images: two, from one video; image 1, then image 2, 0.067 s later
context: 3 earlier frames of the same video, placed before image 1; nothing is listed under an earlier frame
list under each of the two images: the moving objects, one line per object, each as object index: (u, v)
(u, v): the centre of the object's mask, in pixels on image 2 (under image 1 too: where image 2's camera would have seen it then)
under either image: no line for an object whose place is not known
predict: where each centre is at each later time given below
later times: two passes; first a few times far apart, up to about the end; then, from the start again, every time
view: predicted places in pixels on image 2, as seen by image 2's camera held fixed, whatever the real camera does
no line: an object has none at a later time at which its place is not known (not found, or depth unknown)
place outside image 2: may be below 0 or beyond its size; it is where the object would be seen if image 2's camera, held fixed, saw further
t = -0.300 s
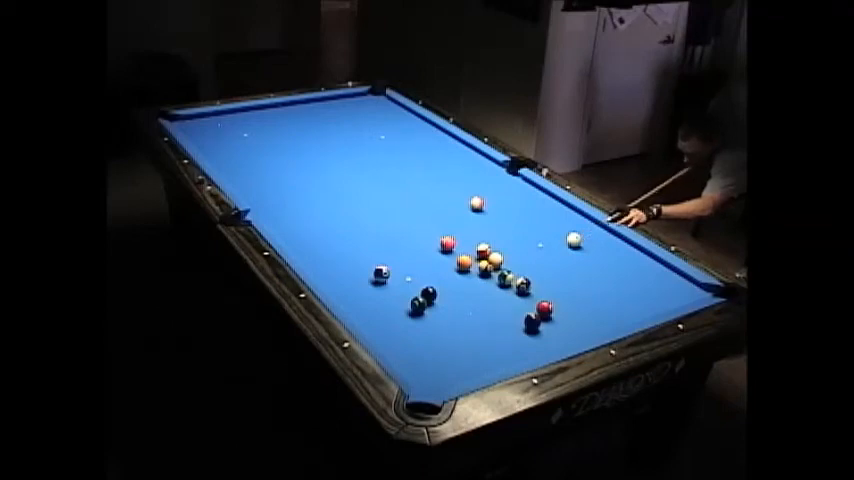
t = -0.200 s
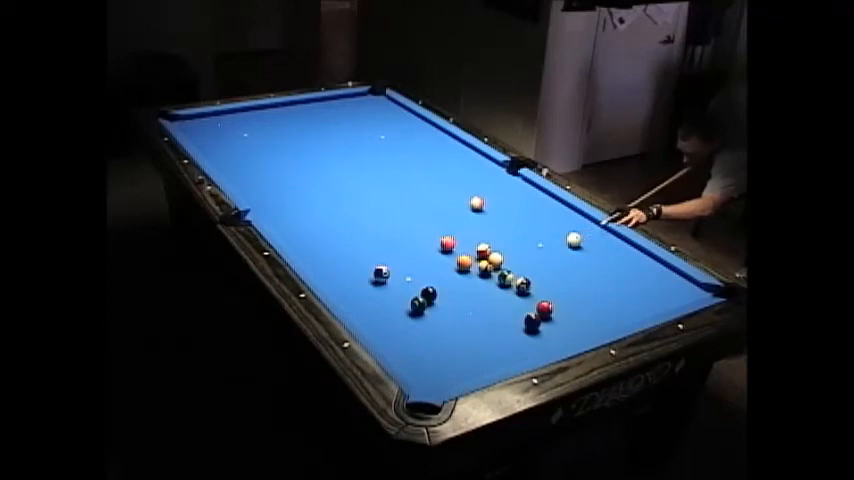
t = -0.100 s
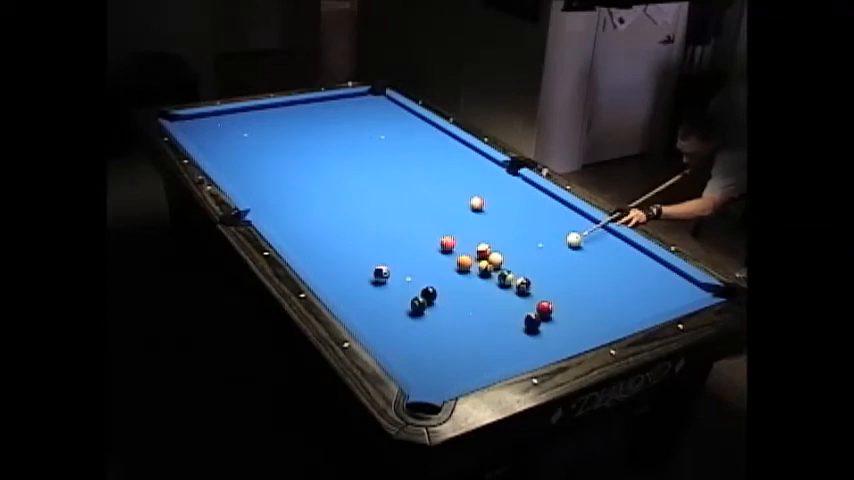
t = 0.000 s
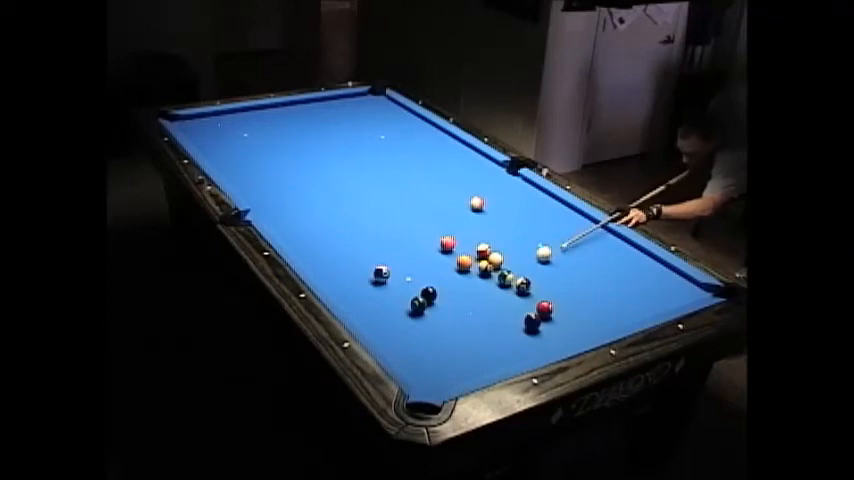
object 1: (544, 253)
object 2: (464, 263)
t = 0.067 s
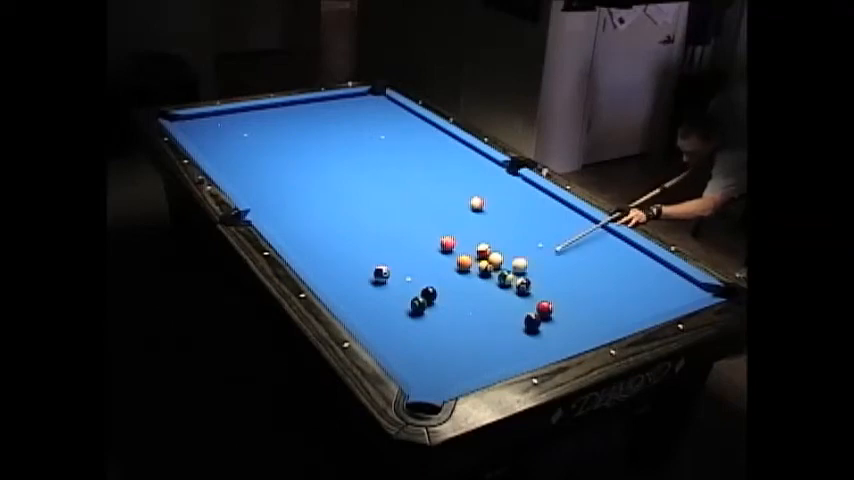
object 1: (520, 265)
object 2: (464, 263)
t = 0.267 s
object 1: (501, 269)
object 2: (457, 261)
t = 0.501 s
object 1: (502, 269)
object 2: (440, 256)
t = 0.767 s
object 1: (502, 269)
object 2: (423, 251)
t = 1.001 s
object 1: (502, 269)
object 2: (409, 247)
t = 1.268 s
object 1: (502, 269)
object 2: (394, 242)
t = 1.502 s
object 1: (502, 269)
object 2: (383, 239)
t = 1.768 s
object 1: (502, 269)
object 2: (370, 235)
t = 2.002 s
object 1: (502, 269)
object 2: (362, 232)
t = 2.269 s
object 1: (502, 269)
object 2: (352, 229)
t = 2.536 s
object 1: (502, 269)
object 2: (344, 227)
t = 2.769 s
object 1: (502, 269)
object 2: (337, 225)
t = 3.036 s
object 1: (502, 269)
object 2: (331, 223)
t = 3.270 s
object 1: (502, 269)
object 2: (326, 221)
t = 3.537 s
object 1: (502, 269)
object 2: (322, 220)
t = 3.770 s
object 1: (502, 269)
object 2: (320, 219)
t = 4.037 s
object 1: (502, 269)
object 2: (317, 218)
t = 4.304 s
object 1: (502, 269)
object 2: (316, 218)
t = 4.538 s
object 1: (502, 269)
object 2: (316, 218)
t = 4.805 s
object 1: (502, 269)
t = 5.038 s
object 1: (502, 269)
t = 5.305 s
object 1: (502, 269)
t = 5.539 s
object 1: (502, 269)
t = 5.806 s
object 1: (502, 269)
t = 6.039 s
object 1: (502, 269)
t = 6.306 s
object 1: (502, 269)
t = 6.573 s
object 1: (502, 269)
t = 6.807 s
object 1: (502, 269)
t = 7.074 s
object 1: (502, 269)
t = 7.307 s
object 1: (502, 269)
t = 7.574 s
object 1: (502, 269)
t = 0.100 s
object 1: (509, 267)
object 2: (464, 263)
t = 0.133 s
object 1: (502, 269)
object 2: (464, 263)
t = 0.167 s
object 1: (501, 269)
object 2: (464, 262)
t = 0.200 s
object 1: (502, 269)
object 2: (462, 262)
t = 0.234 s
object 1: (502, 269)
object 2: (460, 262)
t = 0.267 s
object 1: (501, 269)
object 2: (457, 261)
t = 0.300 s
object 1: (501, 269)
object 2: (455, 260)
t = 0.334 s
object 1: (502, 269)
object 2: (452, 260)
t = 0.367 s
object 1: (502, 269)
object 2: (450, 259)
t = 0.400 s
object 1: (502, 269)
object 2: (447, 258)
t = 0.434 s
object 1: (502, 269)
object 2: (445, 258)
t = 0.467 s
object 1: (502, 269)
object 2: (442, 256)
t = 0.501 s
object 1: (502, 269)
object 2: (440, 256)
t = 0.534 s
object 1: (502, 269)
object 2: (438, 255)
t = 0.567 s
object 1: (502, 269)
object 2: (436, 255)
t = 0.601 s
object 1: (502, 269)
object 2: (433, 254)
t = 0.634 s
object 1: (502, 269)
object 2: (431, 253)
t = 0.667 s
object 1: (502, 269)
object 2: (429, 253)
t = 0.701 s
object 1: (502, 269)
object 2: (427, 252)
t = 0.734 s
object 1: (502, 269)
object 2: (425, 251)
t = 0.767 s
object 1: (502, 269)
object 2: (423, 251)
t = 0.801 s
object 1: (502, 269)
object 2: (421, 250)
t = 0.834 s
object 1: (502, 269)
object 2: (419, 249)
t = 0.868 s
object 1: (502, 269)
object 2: (417, 249)
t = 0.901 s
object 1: (502, 269)
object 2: (415, 248)
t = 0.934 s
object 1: (502, 269)
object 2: (413, 248)
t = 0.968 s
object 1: (502, 269)
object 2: (411, 247)
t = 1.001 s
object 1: (502, 269)
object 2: (409, 247)
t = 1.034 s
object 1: (502, 269)
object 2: (407, 246)
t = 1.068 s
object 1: (502, 269)
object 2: (405, 246)
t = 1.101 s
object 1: (502, 269)
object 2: (403, 245)
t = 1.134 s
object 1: (502, 269)
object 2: (401, 244)
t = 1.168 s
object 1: (502, 269)
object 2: (399, 244)
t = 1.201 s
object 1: (502, 269)
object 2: (398, 243)
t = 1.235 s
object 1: (502, 269)
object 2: (396, 243)
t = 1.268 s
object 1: (502, 269)
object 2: (394, 242)
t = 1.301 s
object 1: (502, 269)
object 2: (392, 241)
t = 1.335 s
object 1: (502, 269)
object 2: (391, 241)
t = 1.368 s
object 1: (502, 269)
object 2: (389, 240)
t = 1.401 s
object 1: (502, 269)
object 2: (388, 240)
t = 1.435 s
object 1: (502, 269)
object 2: (386, 239)
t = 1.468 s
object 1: (502, 269)
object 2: (384, 239)
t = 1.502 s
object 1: (502, 269)
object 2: (383, 239)
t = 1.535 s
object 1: (502, 269)
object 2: (381, 238)
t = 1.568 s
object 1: (502, 269)
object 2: (379, 237)
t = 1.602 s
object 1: (502, 269)
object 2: (378, 237)
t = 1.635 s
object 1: (502, 269)
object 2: (376, 237)
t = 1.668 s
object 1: (502, 269)
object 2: (375, 236)
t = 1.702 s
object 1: (502, 269)
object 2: (374, 235)
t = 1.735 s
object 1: (502, 269)
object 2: (372, 235)
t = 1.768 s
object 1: (502, 269)
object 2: (370, 235)
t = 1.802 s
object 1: (502, 269)
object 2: (369, 235)
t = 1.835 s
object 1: (502, 269)
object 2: (368, 234)
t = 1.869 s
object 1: (502, 269)
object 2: (366, 234)
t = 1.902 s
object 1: (502, 269)
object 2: (365, 233)
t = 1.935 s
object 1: (502, 269)
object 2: (364, 233)
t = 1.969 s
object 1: (502, 269)
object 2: (362, 232)
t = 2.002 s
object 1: (502, 269)
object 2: (362, 232)
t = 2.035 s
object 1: (502, 269)
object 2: (360, 232)
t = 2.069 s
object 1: (502, 269)
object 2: (359, 231)
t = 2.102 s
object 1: (502, 269)
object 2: (358, 231)
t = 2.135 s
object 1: (502, 269)
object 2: (356, 231)
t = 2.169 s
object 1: (502, 269)
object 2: (355, 230)
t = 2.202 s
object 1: (502, 269)
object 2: (354, 229)
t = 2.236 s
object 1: (502, 269)
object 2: (353, 229)
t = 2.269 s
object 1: (502, 269)
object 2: (352, 229)
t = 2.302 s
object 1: (502, 269)
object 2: (351, 229)
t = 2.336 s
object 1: (502, 269)
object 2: (349, 228)
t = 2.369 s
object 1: (502, 269)
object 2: (348, 228)
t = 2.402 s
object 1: (502, 269)
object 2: (348, 227)
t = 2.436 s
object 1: (502, 269)
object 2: (346, 227)
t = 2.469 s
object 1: (502, 269)
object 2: (346, 227)
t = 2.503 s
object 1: (502, 269)
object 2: (345, 227)
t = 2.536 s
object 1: (502, 269)
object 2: (344, 227)
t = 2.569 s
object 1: (502, 269)
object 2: (342, 226)
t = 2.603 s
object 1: (502, 269)
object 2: (341, 226)
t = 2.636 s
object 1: (502, 269)
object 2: (340, 226)
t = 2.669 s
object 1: (502, 269)
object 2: (340, 226)
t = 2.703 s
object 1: (502, 269)
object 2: (339, 225)
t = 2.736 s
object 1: (502, 269)
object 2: (338, 225)
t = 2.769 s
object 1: (502, 269)
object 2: (337, 225)
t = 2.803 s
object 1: (502, 269)
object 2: (336, 224)
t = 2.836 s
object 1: (502, 269)
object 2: (336, 224)
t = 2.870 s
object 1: (502, 269)
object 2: (335, 224)
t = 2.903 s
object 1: (502, 269)
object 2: (334, 223)
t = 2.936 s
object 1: (502, 269)
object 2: (333, 223)
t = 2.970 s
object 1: (502, 269)
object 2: (332, 223)
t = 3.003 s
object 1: (502, 269)
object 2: (331, 223)
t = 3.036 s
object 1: (502, 269)
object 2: (331, 223)
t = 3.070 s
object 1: (502, 269)
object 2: (330, 222)
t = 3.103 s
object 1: (502, 269)
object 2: (329, 222)
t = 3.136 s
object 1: (502, 269)
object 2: (328, 222)
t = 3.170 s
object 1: (502, 269)
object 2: (328, 222)
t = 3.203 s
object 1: (502, 269)
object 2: (327, 221)
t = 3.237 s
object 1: (502, 269)
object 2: (327, 221)
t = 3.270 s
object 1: (502, 269)
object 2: (326, 221)
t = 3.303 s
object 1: (502, 269)
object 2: (326, 221)
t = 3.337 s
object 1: (502, 269)
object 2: (325, 221)
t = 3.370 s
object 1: (502, 269)
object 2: (324, 221)
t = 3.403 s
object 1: (502, 269)
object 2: (323, 220)
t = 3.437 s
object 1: (502, 269)
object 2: (323, 220)
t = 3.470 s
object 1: (502, 269)
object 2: (323, 220)
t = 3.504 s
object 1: (502, 269)
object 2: (323, 220)
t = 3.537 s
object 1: (502, 269)
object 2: (322, 220)
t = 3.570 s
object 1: (502, 269)
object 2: (321, 219)
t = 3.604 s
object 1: (502, 269)
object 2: (321, 219)
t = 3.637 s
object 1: (502, 269)
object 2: (321, 219)
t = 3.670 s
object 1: (502, 269)
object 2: (321, 219)
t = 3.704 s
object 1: (502, 269)
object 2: (320, 219)
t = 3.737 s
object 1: (502, 269)
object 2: (320, 219)
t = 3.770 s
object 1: (502, 269)
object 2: (320, 219)
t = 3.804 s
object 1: (502, 269)
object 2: (319, 219)
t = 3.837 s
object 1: (502, 269)
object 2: (319, 218)
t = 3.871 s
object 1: (502, 269)
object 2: (318, 218)
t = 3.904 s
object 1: (502, 269)
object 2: (318, 218)
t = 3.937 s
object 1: (502, 269)
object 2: (318, 218)
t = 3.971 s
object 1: (502, 269)
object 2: (317, 218)
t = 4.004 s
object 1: (502, 269)
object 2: (317, 218)
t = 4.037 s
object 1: (502, 269)
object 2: (317, 218)
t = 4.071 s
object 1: (502, 269)
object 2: (317, 218)
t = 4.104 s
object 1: (502, 269)
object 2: (317, 218)
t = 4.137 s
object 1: (502, 269)
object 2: (317, 218)
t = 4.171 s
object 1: (502, 269)
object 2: (316, 218)
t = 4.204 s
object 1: (502, 269)
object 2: (316, 218)
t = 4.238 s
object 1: (502, 269)
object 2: (316, 218)
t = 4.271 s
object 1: (502, 269)
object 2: (316, 218)
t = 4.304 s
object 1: (502, 269)
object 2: (316, 218)
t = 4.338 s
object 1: (502, 269)
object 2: (316, 218)
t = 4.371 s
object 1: (502, 269)
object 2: (316, 218)
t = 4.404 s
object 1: (502, 269)
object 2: (316, 218)
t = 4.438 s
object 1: (502, 269)
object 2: (316, 218)
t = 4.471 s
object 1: (502, 269)
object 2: (316, 218)
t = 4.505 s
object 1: (502, 269)
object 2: (316, 218)
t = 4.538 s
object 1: (502, 269)
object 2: (316, 218)
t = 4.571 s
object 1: (502, 269)
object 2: (316, 218)
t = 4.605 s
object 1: (502, 269)
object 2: (316, 218)
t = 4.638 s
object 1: (502, 269)
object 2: (316, 218)
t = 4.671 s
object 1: (502, 269)
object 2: (316, 218)
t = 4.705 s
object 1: (502, 269)
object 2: (316, 218)
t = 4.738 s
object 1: (502, 269)
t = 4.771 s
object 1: (502, 269)
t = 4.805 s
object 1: (502, 269)
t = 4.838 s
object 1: (502, 269)
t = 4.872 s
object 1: (502, 269)
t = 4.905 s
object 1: (502, 269)
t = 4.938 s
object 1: (502, 269)
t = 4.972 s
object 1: (502, 269)
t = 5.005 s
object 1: (502, 269)
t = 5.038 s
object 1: (502, 269)
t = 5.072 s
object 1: (502, 269)
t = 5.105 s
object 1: (502, 269)
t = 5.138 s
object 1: (502, 269)
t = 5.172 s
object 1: (502, 269)
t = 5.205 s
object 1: (502, 269)
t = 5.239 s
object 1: (502, 269)
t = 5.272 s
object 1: (502, 269)
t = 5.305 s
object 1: (502, 269)
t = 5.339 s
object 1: (502, 269)
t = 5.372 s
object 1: (502, 269)
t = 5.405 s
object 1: (502, 269)
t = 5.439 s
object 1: (502, 269)
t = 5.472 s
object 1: (502, 269)
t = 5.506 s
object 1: (502, 269)
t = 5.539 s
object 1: (502, 269)
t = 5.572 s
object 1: (502, 269)
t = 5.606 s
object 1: (502, 269)
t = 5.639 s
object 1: (502, 269)
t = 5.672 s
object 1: (502, 269)
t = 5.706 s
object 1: (502, 269)
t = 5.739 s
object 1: (502, 269)
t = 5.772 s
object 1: (502, 269)
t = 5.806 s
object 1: (502, 269)
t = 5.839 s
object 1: (502, 269)
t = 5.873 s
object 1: (502, 269)
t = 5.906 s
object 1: (502, 269)
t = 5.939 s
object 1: (502, 269)
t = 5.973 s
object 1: (502, 269)
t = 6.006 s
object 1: (502, 269)
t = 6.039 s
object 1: (502, 269)
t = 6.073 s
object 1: (502, 269)
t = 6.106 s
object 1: (502, 269)
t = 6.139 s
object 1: (502, 269)
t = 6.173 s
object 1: (502, 269)
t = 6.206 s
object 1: (502, 269)
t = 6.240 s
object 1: (502, 269)
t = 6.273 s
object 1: (502, 269)
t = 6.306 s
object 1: (502, 269)
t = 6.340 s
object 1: (502, 269)
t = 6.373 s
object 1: (502, 269)
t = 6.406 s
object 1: (502, 269)
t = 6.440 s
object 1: (502, 269)
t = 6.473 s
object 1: (502, 268)
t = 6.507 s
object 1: (502, 269)
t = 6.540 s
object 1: (502, 269)
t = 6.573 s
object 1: (502, 269)
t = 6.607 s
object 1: (502, 269)
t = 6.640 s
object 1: (502, 269)
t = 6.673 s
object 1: (502, 269)
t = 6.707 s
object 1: (502, 269)
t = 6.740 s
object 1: (502, 269)
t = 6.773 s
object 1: (502, 269)
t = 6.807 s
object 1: (502, 269)
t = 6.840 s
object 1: (502, 269)
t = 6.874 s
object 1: (502, 269)
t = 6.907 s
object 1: (502, 269)
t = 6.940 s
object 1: (502, 269)
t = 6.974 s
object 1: (502, 269)
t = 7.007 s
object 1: (502, 269)
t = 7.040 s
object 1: (502, 269)
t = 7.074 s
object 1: (502, 269)
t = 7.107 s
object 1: (502, 269)
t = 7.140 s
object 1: (502, 269)
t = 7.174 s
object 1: (502, 269)
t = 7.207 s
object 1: (502, 269)
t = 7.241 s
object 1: (502, 269)
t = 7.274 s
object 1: (502, 269)
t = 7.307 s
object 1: (502, 269)
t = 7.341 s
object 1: (502, 269)
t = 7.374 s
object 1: (502, 269)
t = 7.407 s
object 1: (502, 269)
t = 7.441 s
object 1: (502, 269)
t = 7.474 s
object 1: (502, 269)
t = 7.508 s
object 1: (502, 269)
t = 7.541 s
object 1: (502, 269)
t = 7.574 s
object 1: (502, 269)
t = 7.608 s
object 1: (502, 268)
